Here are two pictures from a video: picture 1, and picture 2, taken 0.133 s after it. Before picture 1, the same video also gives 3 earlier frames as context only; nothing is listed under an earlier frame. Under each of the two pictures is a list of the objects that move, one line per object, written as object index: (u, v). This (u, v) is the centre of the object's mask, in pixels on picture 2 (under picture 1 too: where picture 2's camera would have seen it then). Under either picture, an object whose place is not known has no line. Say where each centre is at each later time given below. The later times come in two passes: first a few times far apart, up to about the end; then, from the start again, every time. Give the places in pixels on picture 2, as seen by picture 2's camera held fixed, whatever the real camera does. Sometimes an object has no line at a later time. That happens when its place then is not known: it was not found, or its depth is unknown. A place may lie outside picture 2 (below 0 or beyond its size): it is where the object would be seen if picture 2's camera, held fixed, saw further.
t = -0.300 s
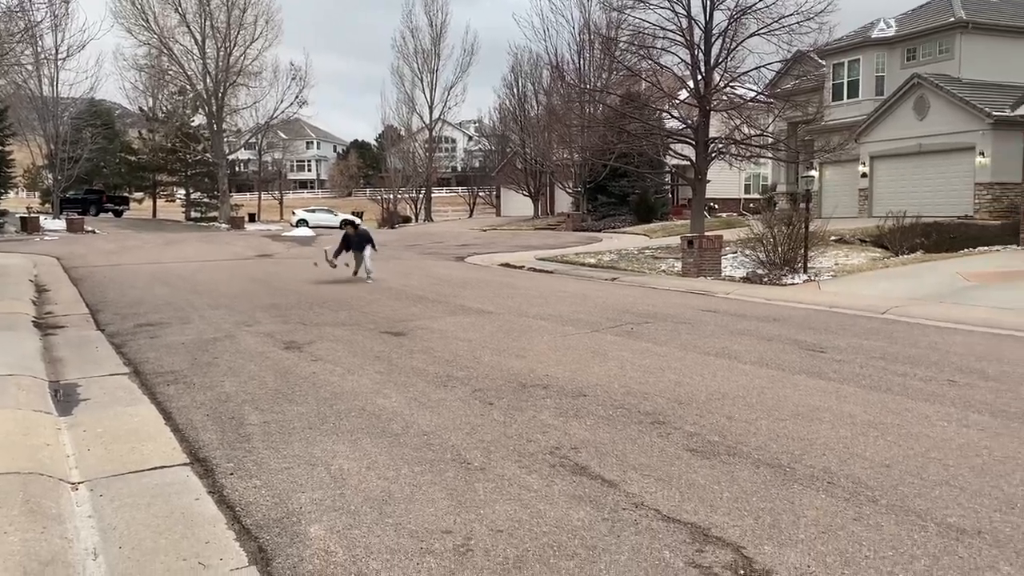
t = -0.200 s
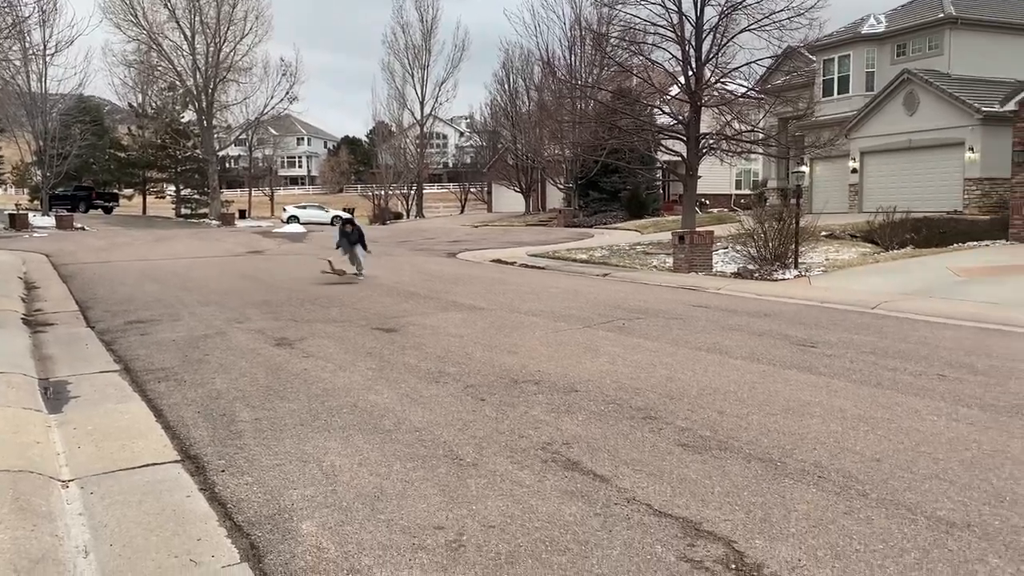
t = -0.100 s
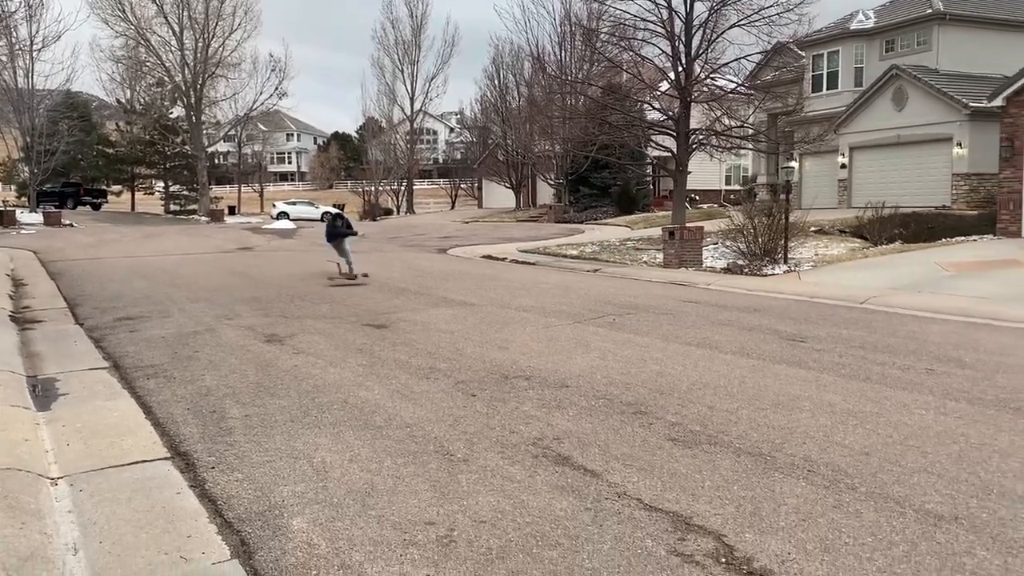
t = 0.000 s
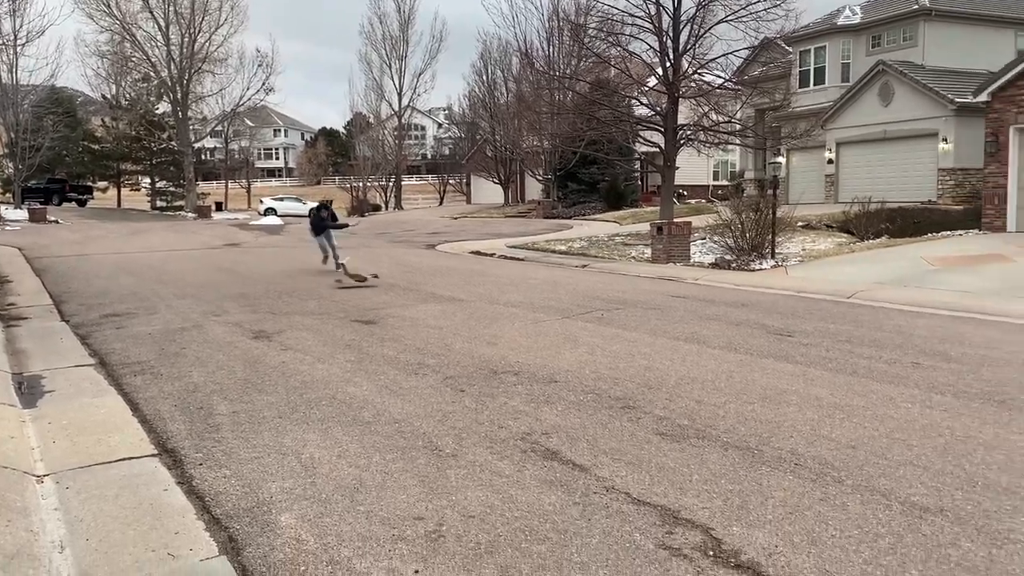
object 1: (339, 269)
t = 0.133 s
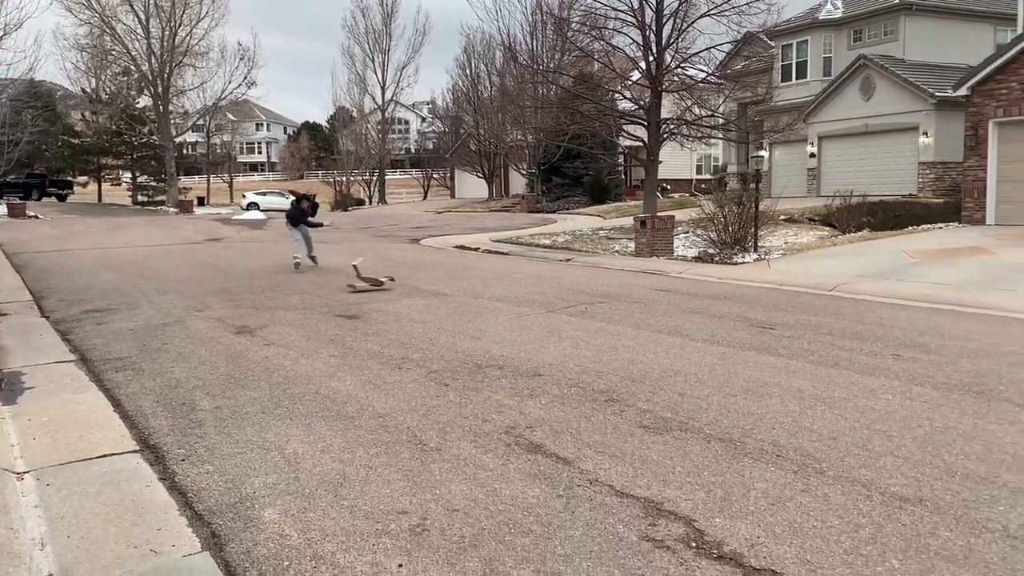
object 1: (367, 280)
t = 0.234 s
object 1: (393, 288)
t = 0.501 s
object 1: (482, 312)
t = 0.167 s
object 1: (375, 281)
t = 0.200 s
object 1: (384, 284)
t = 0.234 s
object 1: (393, 288)
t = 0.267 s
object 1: (403, 290)
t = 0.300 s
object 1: (413, 293)
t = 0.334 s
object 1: (424, 296)
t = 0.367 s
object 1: (435, 299)
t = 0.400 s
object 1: (445, 302)
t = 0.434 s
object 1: (457, 305)
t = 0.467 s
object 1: (469, 309)
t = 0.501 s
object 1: (482, 312)
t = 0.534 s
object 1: (495, 315)
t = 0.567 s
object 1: (508, 318)
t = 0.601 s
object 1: (522, 322)
